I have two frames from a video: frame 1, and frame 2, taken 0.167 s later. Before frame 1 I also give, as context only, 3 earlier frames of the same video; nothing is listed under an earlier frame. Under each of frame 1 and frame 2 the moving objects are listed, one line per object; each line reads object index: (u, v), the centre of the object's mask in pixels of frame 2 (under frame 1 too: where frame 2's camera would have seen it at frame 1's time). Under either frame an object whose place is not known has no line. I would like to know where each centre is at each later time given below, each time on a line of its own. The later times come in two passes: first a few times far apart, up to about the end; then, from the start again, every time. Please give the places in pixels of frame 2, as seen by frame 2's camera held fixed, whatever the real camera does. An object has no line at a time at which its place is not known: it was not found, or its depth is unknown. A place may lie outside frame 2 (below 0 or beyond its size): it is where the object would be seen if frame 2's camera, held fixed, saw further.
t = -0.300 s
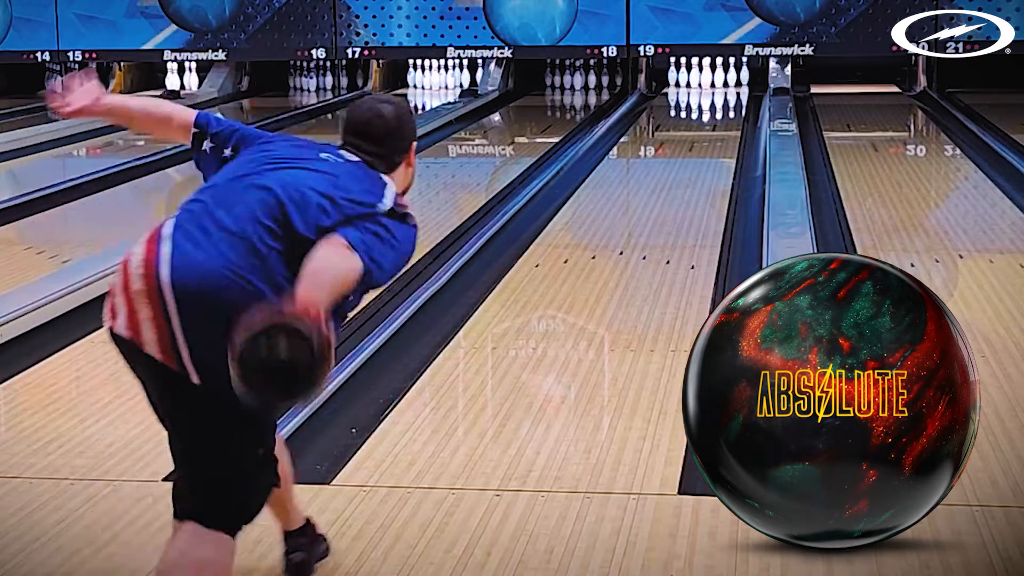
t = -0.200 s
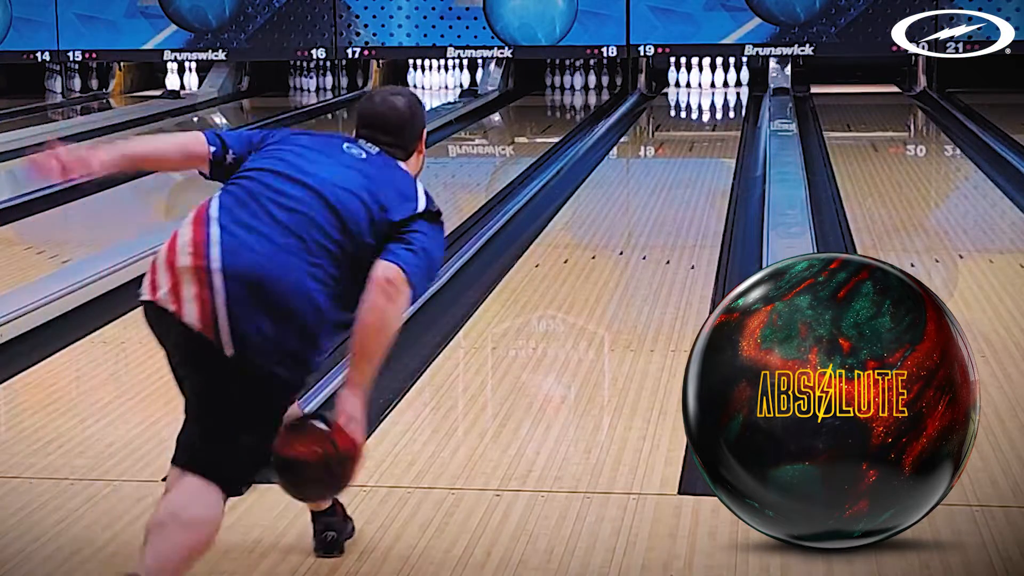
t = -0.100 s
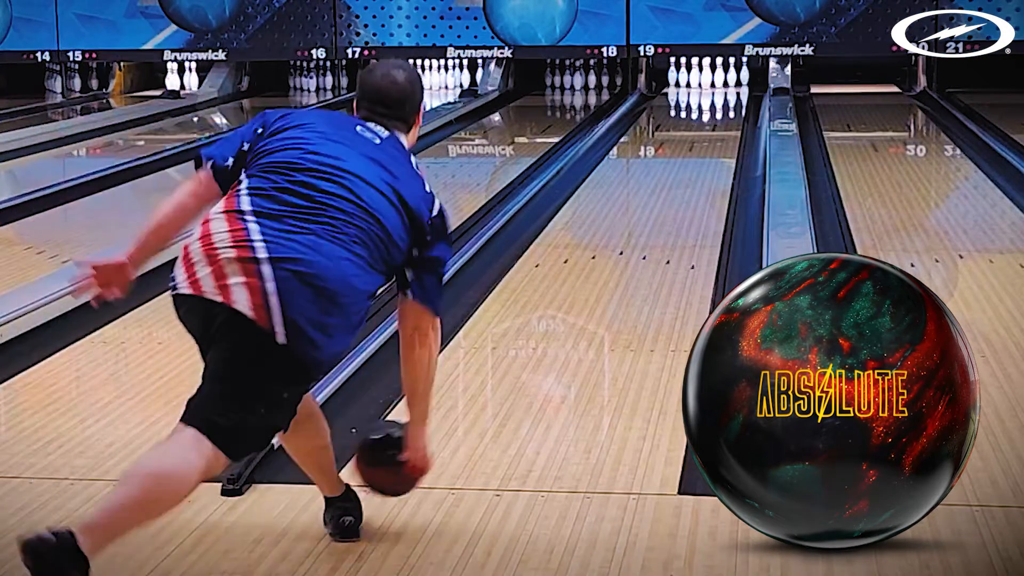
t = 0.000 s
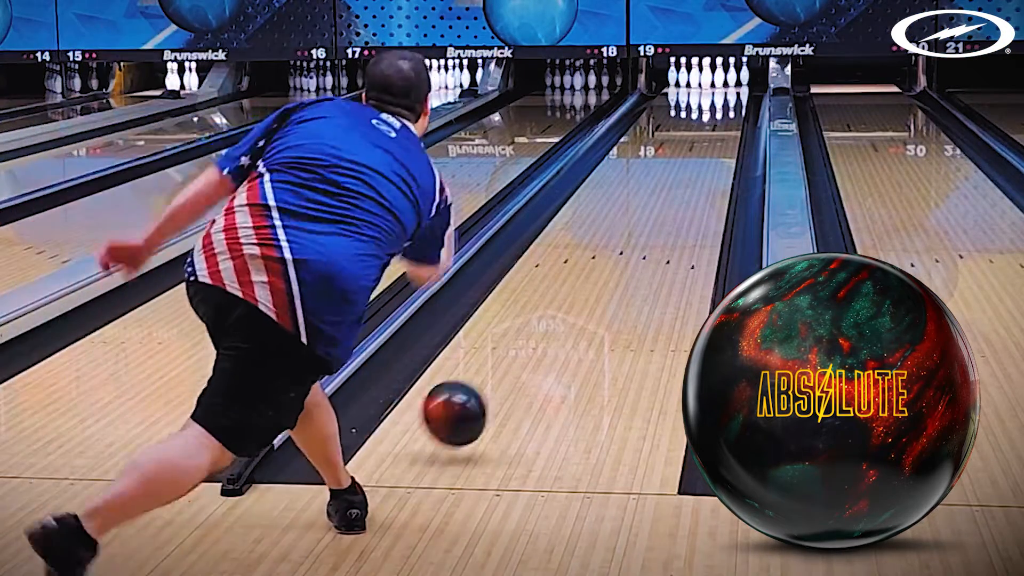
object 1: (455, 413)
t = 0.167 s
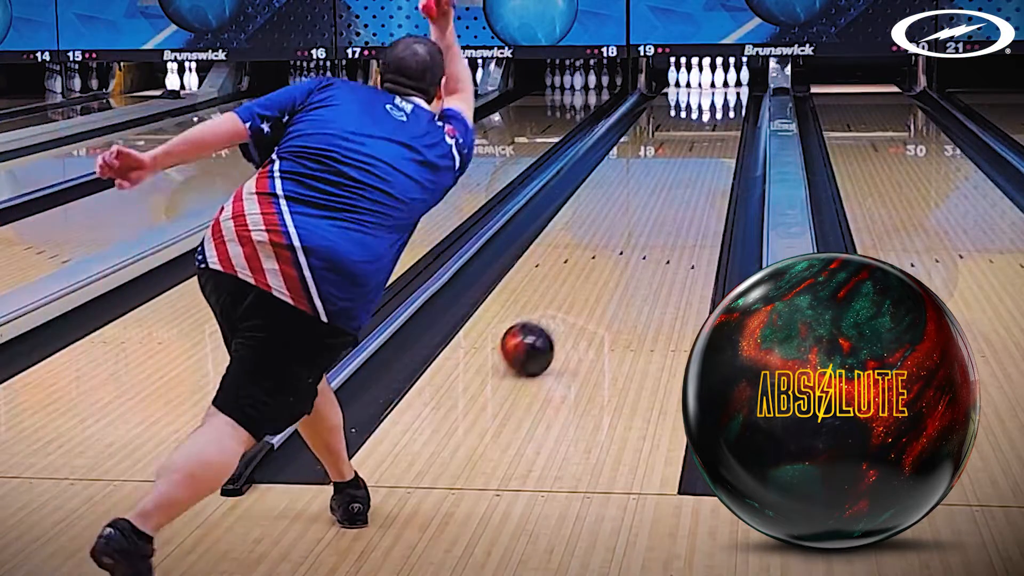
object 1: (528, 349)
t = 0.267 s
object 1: (560, 312)
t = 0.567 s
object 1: (627, 234)
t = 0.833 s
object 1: (665, 189)
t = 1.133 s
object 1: (694, 154)
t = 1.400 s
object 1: (711, 131)
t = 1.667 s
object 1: (722, 113)
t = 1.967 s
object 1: (727, 98)
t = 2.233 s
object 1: (720, 87)
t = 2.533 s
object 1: (714, 80)
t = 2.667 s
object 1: (715, 79)
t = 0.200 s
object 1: (539, 336)
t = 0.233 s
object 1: (550, 324)
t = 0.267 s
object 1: (560, 312)
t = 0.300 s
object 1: (569, 301)
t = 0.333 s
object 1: (578, 291)
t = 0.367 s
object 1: (586, 281)
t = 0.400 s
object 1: (594, 272)
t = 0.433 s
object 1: (602, 264)
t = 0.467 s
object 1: (608, 255)
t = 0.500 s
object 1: (615, 248)
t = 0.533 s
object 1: (621, 241)
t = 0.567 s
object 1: (627, 234)
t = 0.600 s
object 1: (633, 227)
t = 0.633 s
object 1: (638, 221)
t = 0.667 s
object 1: (643, 215)
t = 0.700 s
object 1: (648, 209)
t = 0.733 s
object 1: (653, 204)
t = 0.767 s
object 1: (657, 199)
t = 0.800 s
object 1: (661, 194)
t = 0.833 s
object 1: (665, 189)
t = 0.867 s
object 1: (669, 184)
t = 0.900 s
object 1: (673, 180)
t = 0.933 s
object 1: (676, 176)
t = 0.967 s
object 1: (679, 172)
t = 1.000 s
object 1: (683, 168)
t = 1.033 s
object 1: (686, 164)
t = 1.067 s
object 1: (688, 161)
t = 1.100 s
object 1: (691, 157)
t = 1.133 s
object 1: (694, 154)
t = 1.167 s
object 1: (697, 151)
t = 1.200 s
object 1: (699, 148)
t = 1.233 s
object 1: (701, 145)
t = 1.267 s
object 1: (703, 142)
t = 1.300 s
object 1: (705, 139)
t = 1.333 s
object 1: (708, 137)
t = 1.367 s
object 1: (710, 134)
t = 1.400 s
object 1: (711, 131)
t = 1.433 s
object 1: (713, 129)
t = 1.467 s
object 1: (715, 127)
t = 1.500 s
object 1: (717, 124)
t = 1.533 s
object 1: (718, 122)
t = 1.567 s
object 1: (719, 120)
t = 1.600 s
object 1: (720, 117)
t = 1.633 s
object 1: (722, 115)
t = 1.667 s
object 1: (722, 113)
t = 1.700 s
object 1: (724, 111)
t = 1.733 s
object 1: (725, 109)
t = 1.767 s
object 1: (725, 108)
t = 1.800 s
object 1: (726, 106)
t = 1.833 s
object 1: (726, 104)
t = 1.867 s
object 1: (727, 103)
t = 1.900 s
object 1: (727, 102)
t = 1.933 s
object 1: (727, 99)
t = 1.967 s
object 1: (727, 98)
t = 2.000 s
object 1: (727, 97)
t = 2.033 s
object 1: (726, 95)
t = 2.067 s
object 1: (726, 94)
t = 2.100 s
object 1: (725, 92)
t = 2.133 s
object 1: (724, 91)
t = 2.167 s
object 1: (723, 90)
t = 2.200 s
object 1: (721, 88)
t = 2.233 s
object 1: (720, 87)
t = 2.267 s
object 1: (719, 86)
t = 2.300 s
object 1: (718, 85)
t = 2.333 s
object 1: (717, 84)
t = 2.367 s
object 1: (715, 83)
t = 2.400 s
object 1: (714, 82)
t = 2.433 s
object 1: (714, 81)
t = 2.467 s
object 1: (714, 81)
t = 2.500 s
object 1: (713, 80)
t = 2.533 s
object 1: (714, 80)
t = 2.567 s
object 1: (713, 80)
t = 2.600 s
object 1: (714, 78)
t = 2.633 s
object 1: (715, 78)
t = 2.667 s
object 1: (715, 79)
